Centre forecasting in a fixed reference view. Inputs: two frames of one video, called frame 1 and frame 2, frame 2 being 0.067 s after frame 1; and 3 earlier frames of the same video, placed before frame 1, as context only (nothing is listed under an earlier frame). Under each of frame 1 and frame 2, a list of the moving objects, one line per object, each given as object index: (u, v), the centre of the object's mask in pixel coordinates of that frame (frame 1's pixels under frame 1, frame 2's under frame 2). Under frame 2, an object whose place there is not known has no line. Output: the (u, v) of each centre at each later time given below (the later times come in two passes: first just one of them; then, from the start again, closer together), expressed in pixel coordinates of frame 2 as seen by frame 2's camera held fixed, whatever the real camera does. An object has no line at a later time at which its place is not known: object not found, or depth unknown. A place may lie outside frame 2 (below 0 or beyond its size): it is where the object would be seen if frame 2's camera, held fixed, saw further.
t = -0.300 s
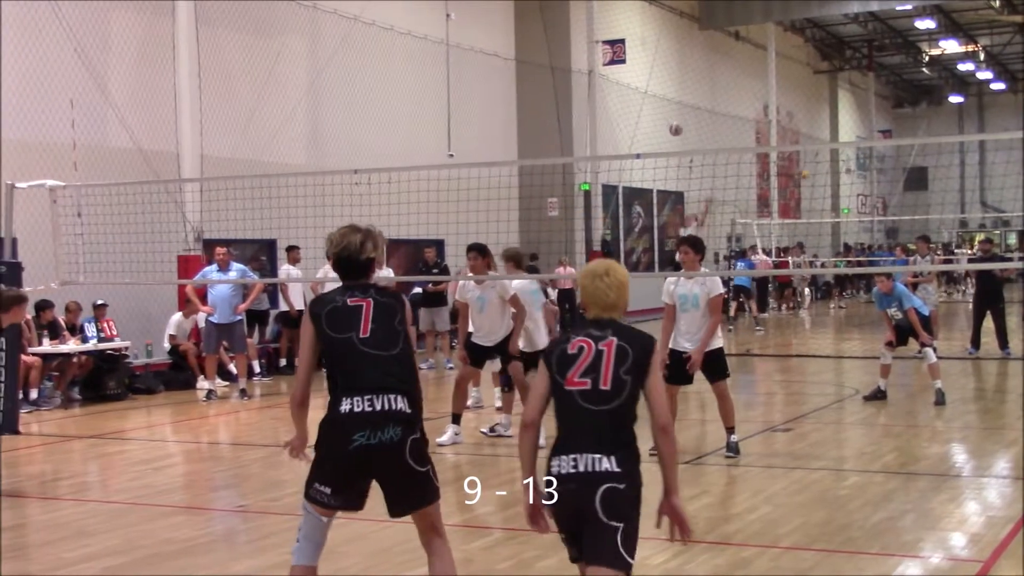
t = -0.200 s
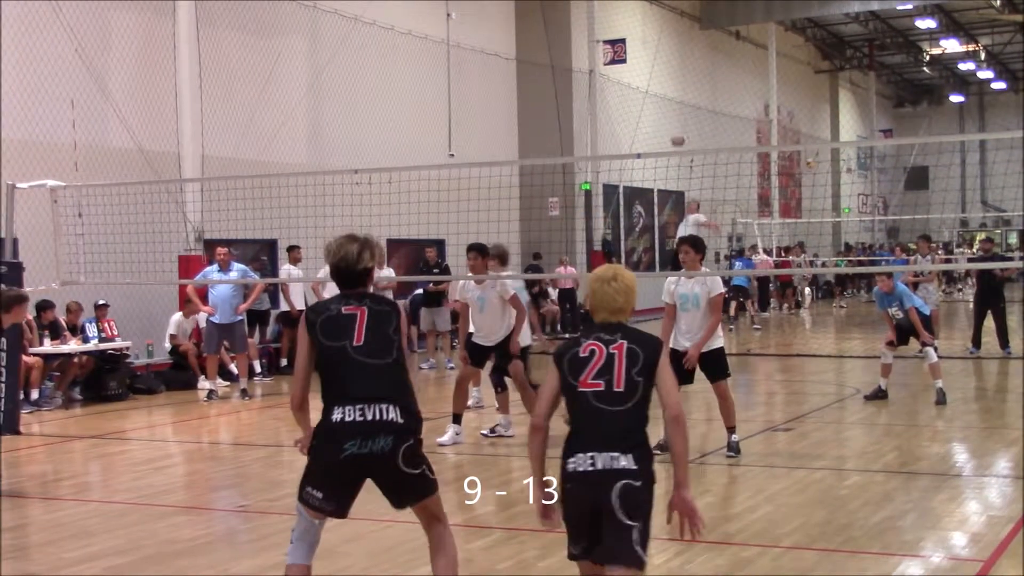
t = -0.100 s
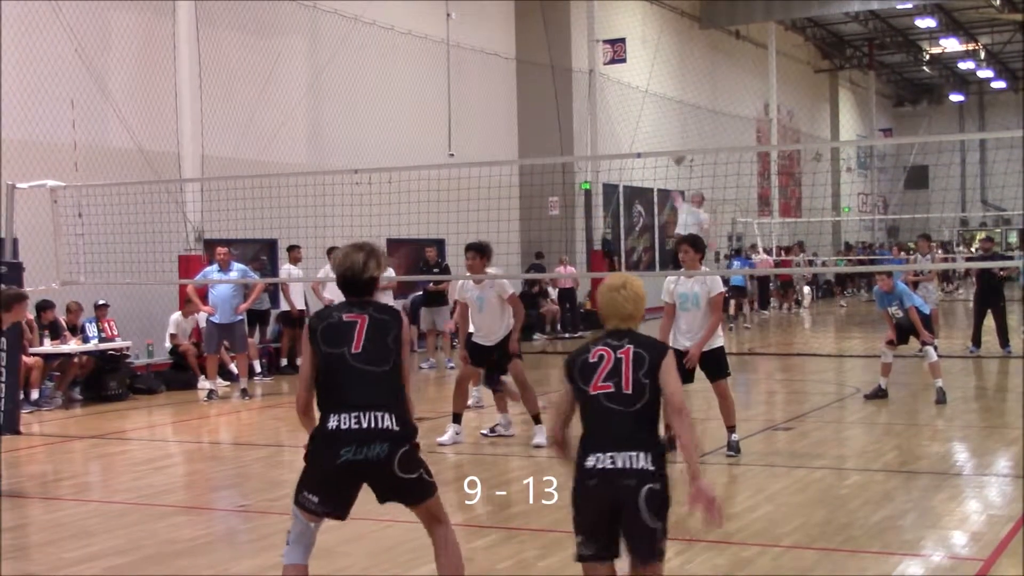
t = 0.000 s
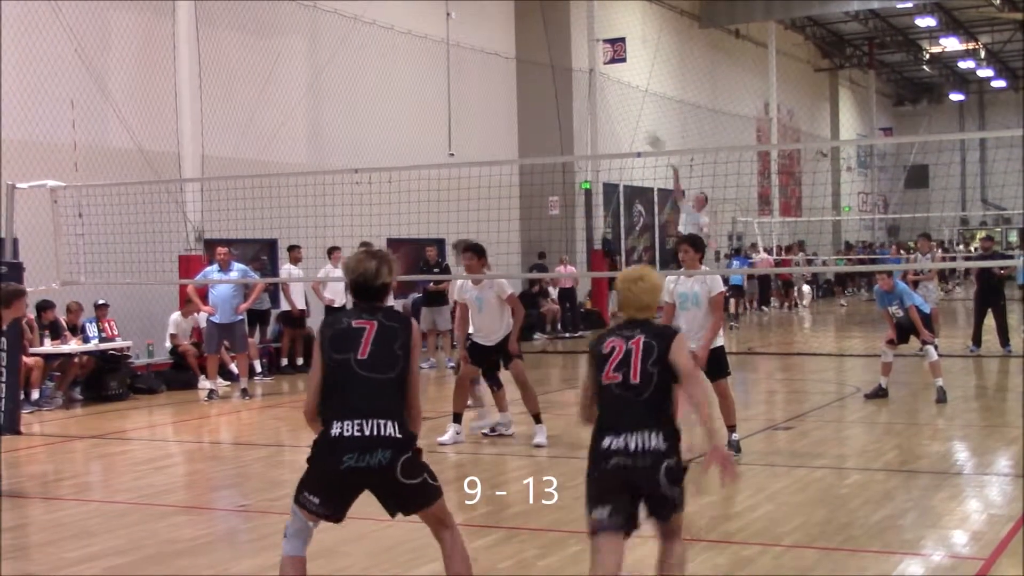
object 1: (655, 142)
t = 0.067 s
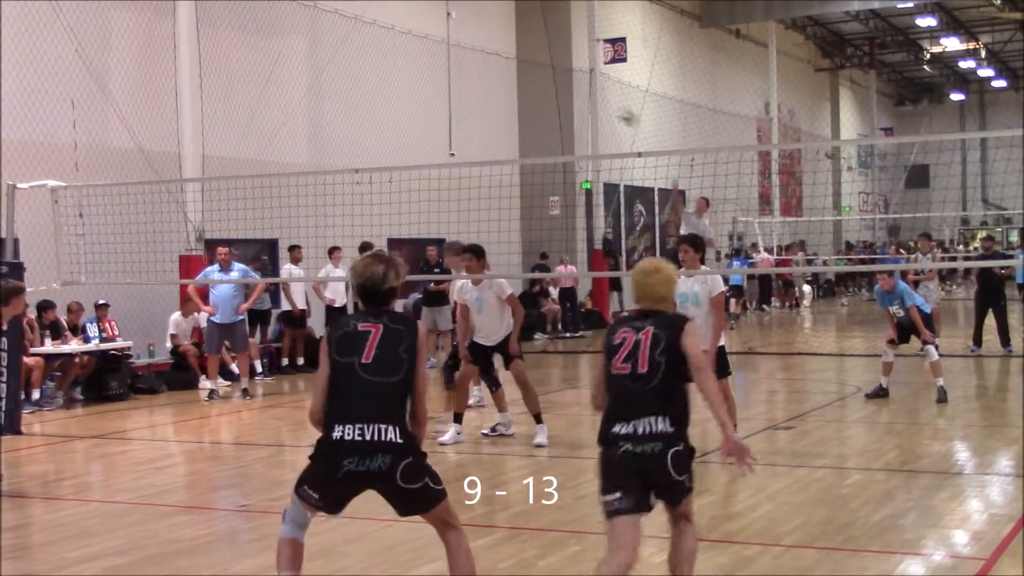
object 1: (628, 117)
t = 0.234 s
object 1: (547, 68)
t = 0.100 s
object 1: (613, 106)
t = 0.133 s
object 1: (598, 97)
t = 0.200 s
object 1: (563, 76)
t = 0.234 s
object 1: (547, 68)
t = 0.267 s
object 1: (533, 65)
